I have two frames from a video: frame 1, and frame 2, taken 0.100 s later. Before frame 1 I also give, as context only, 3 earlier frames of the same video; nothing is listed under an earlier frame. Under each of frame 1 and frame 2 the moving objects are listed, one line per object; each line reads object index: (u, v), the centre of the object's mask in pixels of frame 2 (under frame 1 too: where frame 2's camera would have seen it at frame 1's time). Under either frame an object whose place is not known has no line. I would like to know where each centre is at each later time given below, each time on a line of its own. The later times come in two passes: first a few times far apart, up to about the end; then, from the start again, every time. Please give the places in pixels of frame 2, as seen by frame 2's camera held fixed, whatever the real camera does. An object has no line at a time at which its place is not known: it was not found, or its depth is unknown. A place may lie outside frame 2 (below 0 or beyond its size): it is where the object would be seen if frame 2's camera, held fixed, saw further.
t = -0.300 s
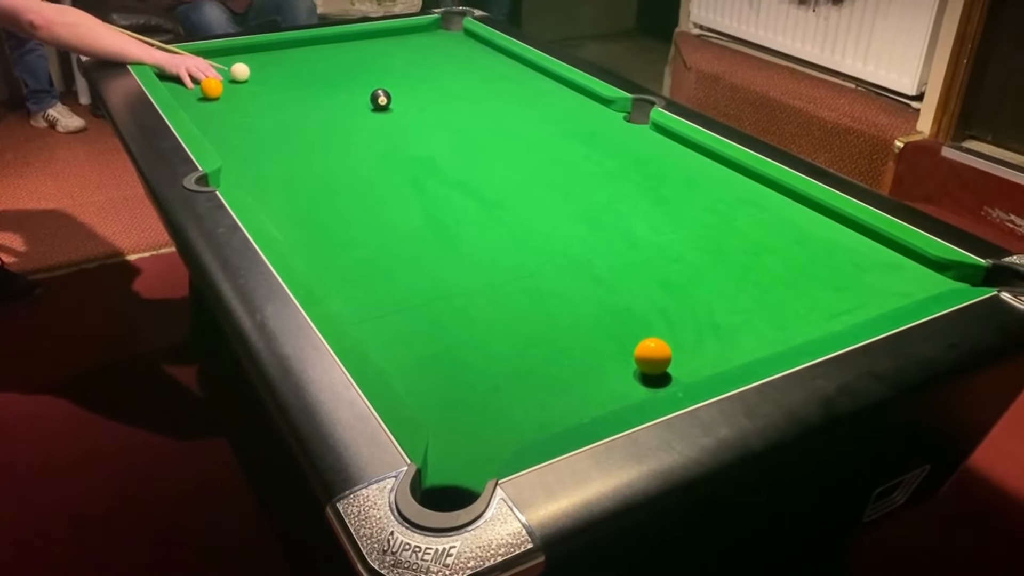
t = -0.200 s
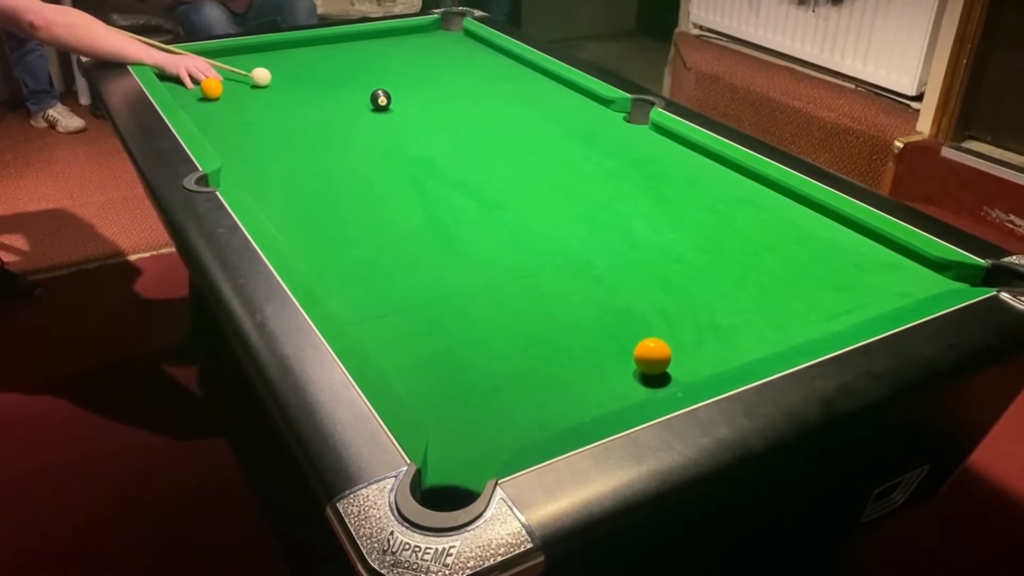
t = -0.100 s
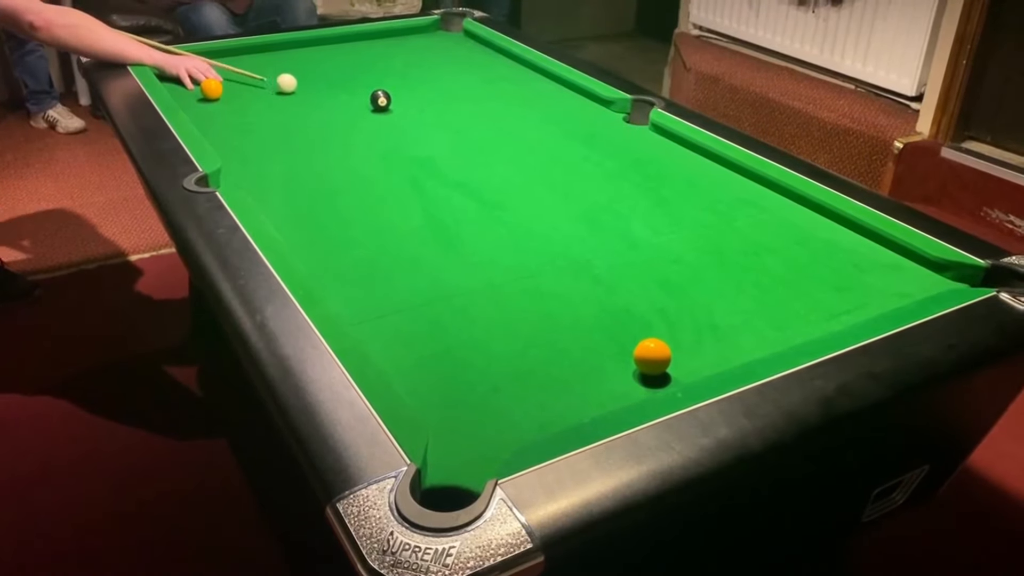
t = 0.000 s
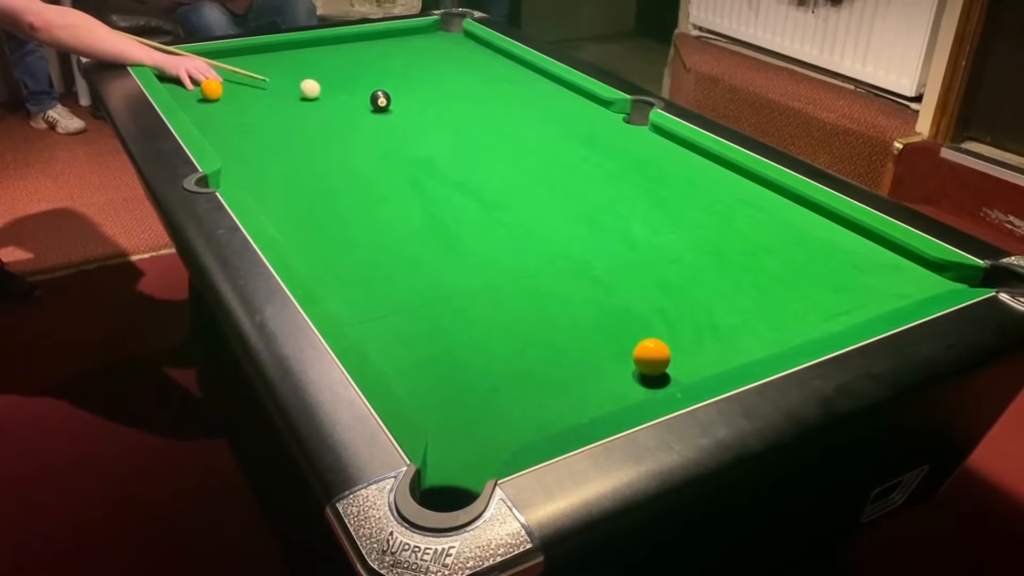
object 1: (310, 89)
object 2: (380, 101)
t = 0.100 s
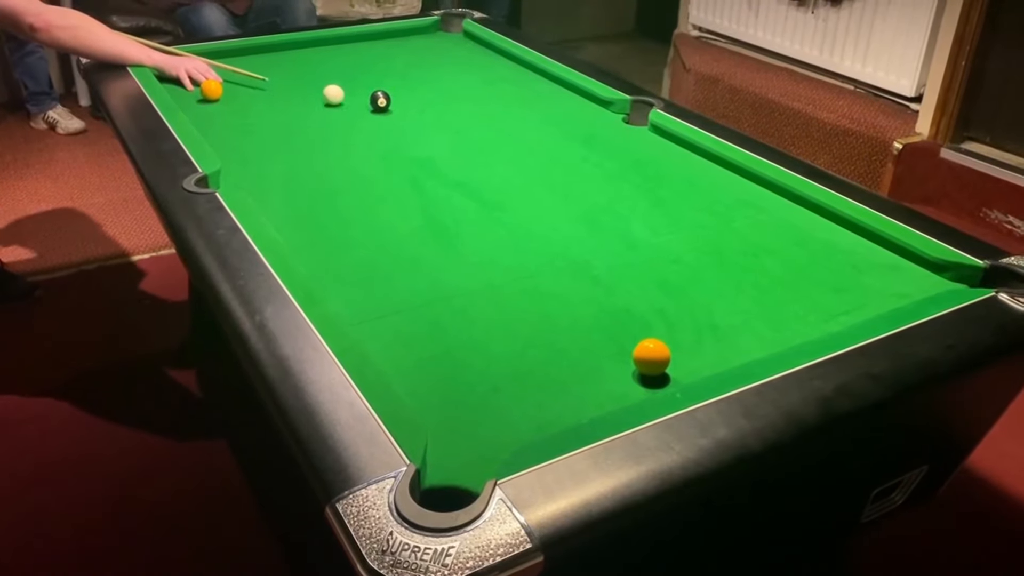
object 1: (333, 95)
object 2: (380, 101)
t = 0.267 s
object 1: (358, 103)
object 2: (390, 102)
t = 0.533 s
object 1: (358, 112)
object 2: (423, 105)
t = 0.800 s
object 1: (358, 121)
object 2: (452, 106)
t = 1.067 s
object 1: (357, 128)
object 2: (477, 108)
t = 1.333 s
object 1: (356, 134)
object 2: (498, 109)
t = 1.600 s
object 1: (355, 139)
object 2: (515, 110)
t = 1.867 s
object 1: (355, 142)
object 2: (528, 110)
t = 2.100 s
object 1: (353, 143)
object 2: (536, 110)
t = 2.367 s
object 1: (353, 143)
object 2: (541, 110)
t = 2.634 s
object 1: (353, 143)
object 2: (542, 109)
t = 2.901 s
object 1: (353, 143)
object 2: (542, 110)
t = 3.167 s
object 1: (353, 143)
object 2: (542, 109)
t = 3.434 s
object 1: (353, 143)
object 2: (542, 109)
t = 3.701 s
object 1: (353, 143)
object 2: (543, 109)
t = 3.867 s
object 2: (543, 108)
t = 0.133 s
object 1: (341, 96)
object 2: (380, 101)
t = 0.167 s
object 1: (349, 98)
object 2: (380, 101)
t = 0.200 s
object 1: (357, 100)
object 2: (380, 101)
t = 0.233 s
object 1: (358, 101)
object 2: (385, 102)
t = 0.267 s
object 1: (358, 103)
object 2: (390, 102)
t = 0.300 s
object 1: (358, 104)
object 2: (395, 102)
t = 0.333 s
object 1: (358, 105)
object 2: (399, 102)
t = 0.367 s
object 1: (358, 106)
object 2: (403, 103)
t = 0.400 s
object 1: (358, 108)
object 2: (407, 103)
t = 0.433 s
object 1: (358, 109)
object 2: (411, 104)
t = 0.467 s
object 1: (358, 110)
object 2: (415, 104)
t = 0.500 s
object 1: (358, 111)
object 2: (420, 104)
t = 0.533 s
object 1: (358, 112)
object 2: (423, 105)
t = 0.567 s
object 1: (358, 113)
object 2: (427, 105)
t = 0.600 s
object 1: (358, 114)
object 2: (431, 105)
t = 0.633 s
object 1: (358, 116)
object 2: (435, 105)
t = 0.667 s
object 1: (358, 117)
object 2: (438, 106)
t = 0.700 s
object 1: (358, 118)
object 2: (442, 106)
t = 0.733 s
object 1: (358, 119)
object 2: (445, 106)
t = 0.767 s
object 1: (358, 120)
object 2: (449, 106)
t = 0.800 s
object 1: (358, 121)
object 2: (452, 106)
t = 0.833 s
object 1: (358, 122)
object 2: (456, 107)
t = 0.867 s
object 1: (358, 123)
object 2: (459, 107)
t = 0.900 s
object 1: (358, 124)
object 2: (462, 107)
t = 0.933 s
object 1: (358, 125)
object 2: (465, 107)
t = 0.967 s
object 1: (358, 126)
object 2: (468, 107)
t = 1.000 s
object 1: (358, 127)
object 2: (471, 108)
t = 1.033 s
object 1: (357, 128)
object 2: (474, 108)
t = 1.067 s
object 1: (357, 128)
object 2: (477, 108)
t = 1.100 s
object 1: (357, 129)
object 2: (480, 108)
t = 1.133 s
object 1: (357, 130)
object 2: (483, 108)
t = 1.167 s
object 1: (357, 131)
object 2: (486, 108)
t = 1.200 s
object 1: (357, 132)
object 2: (488, 109)
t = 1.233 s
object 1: (357, 132)
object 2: (491, 109)
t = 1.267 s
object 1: (357, 133)
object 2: (493, 109)
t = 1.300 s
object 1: (356, 134)
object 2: (496, 109)
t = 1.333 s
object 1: (356, 134)
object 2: (498, 109)
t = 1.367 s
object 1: (356, 135)
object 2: (500, 109)
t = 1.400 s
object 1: (356, 136)
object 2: (503, 109)
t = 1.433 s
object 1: (356, 136)
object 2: (505, 109)
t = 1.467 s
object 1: (356, 137)
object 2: (507, 109)
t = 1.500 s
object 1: (356, 138)
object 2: (509, 110)
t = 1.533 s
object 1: (356, 138)
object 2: (511, 110)
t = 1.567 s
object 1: (356, 138)
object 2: (513, 110)
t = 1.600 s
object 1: (355, 139)
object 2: (515, 110)
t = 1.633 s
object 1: (355, 140)
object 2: (517, 110)
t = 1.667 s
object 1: (355, 140)
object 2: (519, 110)
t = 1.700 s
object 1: (355, 140)
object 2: (521, 110)
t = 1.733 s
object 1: (355, 141)
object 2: (522, 110)
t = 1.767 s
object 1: (355, 141)
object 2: (524, 110)
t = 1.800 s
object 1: (355, 141)
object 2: (525, 110)
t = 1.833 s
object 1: (355, 141)
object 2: (527, 110)
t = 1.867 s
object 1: (355, 142)
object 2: (528, 110)
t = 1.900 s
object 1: (355, 142)
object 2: (529, 110)
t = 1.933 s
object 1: (354, 142)
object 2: (531, 110)
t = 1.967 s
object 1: (354, 142)
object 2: (532, 110)
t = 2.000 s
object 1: (354, 143)
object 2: (533, 110)
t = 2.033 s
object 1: (354, 143)
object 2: (534, 110)
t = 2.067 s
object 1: (354, 143)
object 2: (535, 110)
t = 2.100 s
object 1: (353, 143)
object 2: (536, 110)
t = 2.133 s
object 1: (353, 143)
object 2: (537, 110)
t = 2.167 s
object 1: (353, 143)
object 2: (538, 110)
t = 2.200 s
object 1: (353, 143)
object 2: (538, 110)
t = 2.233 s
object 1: (353, 143)
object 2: (539, 110)
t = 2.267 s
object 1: (353, 143)
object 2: (540, 110)
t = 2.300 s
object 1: (353, 143)
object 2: (540, 110)
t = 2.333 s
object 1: (353, 143)
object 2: (541, 110)
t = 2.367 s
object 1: (353, 143)
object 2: (541, 110)
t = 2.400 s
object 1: (353, 143)
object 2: (542, 110)
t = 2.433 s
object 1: (353, 143)
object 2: (542, 110)
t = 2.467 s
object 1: (353, 143)
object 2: (542, 110)
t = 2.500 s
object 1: (353, 143)
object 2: (542, 110)
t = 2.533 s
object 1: (353, 143)
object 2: (542, 110)
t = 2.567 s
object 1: (353, 143)
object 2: (542, 109)
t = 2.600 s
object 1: (353, 143)
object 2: (542, 109)
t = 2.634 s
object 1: (353, 143)
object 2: (542, 109)
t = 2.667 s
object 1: (353, 143)
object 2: (542, 110)
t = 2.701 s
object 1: (353, 143)
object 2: (542, 109)
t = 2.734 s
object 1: (353, 143)
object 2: (542, 109)
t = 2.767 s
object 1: (353, 143)
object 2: (542, 110)
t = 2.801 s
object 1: (353, 143)
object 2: (542, 110)
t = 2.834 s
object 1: (353, 143)
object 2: (542, 110)
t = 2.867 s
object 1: (353, 143)
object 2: (542, 109)
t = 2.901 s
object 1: (353, 143)
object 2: (542, 110)
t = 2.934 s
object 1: (353, 143)
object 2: (542, 109)
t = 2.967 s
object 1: (353, 143)
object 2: (542, 109)
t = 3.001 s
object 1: (353, 143)
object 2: (542, 109)
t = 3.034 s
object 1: (353, 143)
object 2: (542, 109)
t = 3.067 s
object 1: (353, 143)
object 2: (542, 109)
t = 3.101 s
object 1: (353, 143)
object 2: (542, 109)
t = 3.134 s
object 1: (353, 143)
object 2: (542, 109)
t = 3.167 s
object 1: (353, 143)
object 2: (542, 109)
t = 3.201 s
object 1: (353, 143)
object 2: (542, 109)
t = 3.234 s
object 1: (353, 143)
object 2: (542, 109)
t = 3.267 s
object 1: (353, 143)
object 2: (542, 109)
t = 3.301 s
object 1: (353, 143)
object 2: (542, 109)
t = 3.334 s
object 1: (353, 143)
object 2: (542, 109)
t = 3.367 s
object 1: (353, 143)
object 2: (542, 109)
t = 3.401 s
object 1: (353, 143)
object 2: (542, 109)
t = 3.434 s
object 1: (353, 143)
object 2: (542, 109)
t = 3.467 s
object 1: (353, 143)
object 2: (542, 109)
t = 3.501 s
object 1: (353, 143)
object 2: (543, 109)
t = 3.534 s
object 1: (353, 143)
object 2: (542, 109)
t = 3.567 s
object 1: (353, 143)
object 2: (543, 109)
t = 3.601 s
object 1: (353, 143)
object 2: (543, 109)
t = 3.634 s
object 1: (353, 143)
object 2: (543, 109)
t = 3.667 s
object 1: (353, 143)
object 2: (543, 109)
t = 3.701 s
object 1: (353, 143)
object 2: (543, 109)
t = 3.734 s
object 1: (353, 143)
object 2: (543, 108)
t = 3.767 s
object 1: (353, 143)
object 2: (543, 108)
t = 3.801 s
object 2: (543, 108)
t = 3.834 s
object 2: (543, 108)
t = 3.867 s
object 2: (543, 108)
